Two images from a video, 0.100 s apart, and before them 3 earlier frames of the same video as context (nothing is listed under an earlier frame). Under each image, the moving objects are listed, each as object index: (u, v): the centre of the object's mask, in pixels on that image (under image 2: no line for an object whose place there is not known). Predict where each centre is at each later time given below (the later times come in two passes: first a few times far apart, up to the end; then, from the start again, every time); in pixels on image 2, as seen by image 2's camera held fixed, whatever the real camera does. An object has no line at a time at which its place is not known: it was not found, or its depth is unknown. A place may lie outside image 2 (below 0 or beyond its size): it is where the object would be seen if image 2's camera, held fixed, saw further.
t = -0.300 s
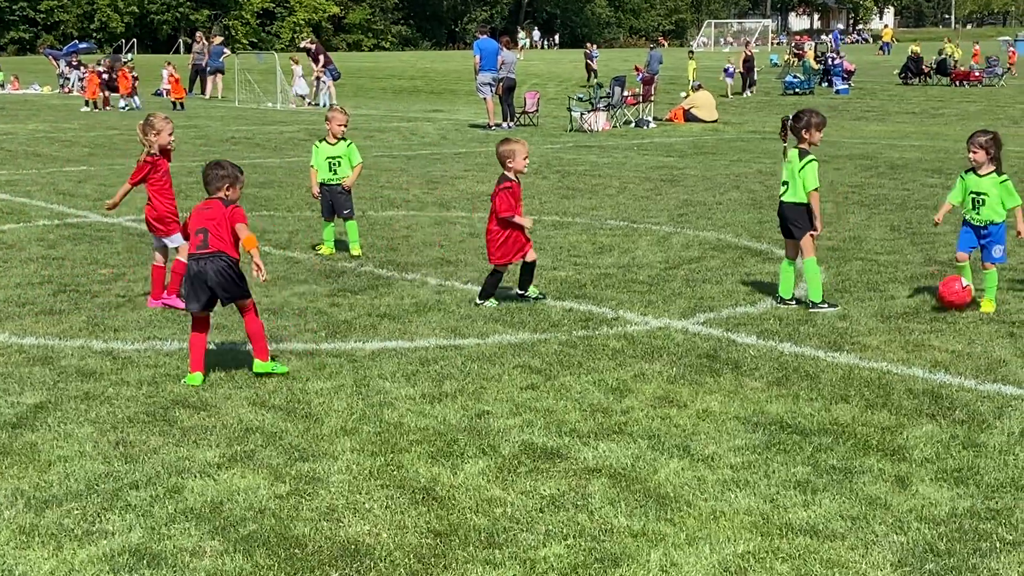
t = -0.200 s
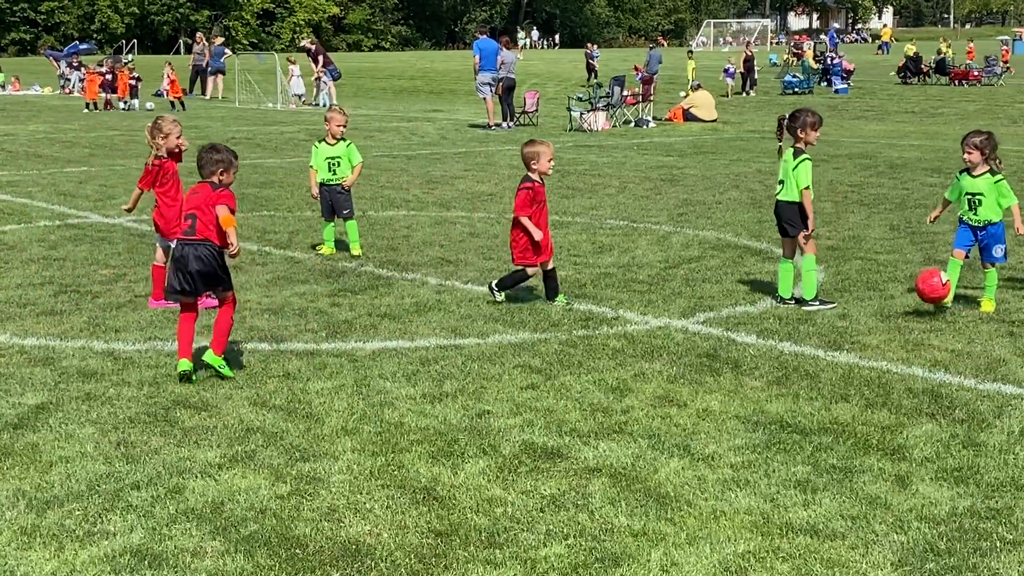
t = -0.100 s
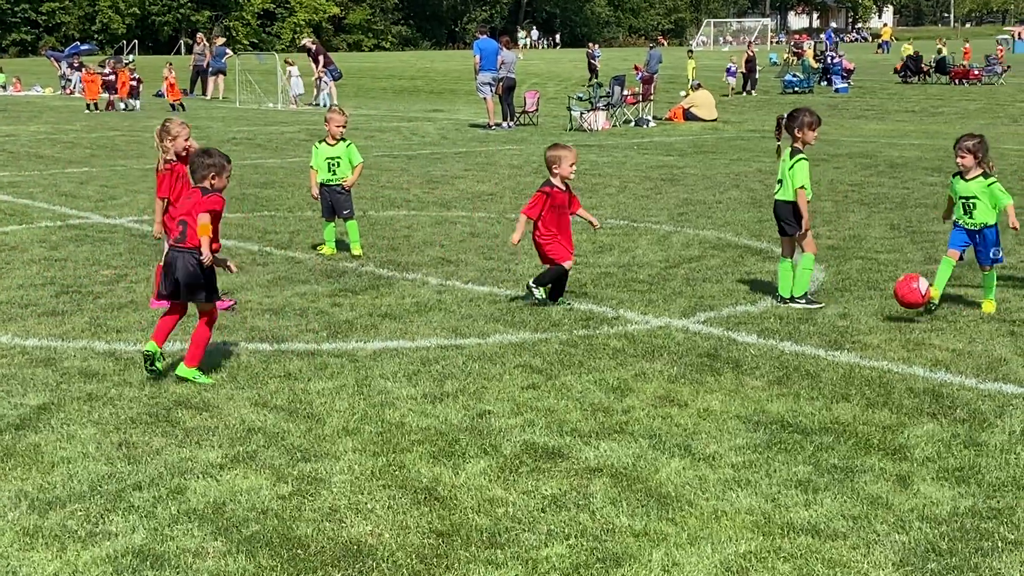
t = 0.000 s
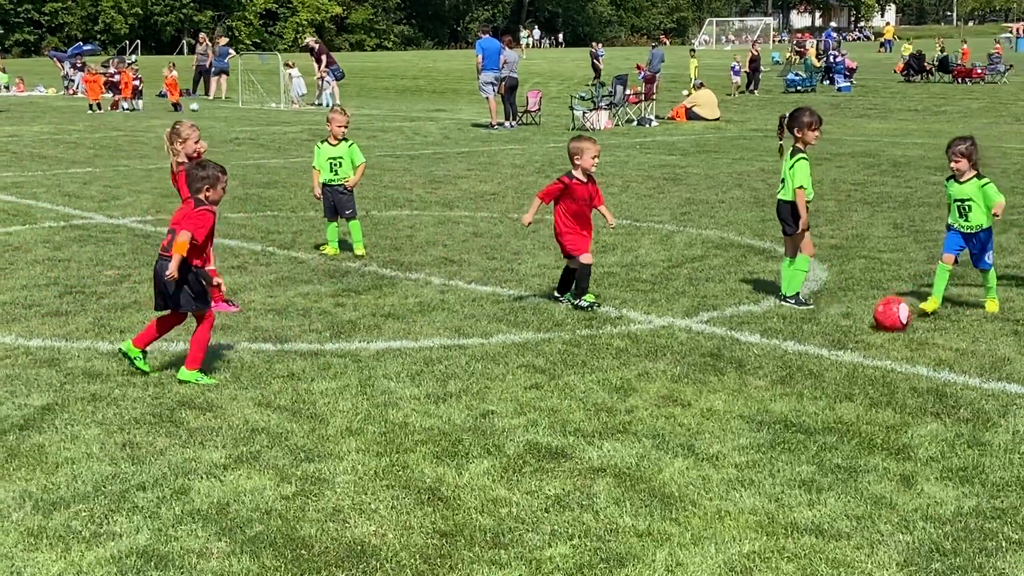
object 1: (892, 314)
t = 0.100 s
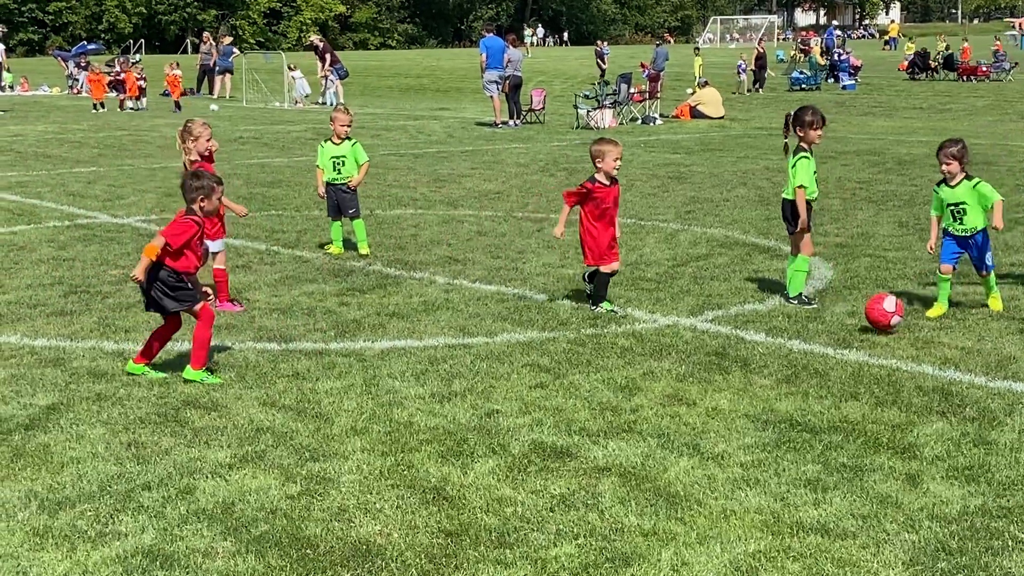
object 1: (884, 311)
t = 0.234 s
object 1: (868, 320)
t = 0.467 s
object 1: (839, 335)
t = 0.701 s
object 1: (810, 340)
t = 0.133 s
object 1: (880, 310)
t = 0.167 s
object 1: (876, 311)
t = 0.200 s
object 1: (872, 315)
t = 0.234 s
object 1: (868, 320)
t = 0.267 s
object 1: (864, 326)
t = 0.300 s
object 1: (860, 328)
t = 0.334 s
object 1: (857, 327)
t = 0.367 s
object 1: (852, 328)
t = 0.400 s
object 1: (848, 329)
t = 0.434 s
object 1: (844, 332)
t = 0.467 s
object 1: (839, 335)
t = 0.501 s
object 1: (836, 334)
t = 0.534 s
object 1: (831, 334)
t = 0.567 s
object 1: (827, 336)
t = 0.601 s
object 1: (823, 337)
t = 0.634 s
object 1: (819, 339)
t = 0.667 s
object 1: (814, 340)
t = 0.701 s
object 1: (810, 340)
